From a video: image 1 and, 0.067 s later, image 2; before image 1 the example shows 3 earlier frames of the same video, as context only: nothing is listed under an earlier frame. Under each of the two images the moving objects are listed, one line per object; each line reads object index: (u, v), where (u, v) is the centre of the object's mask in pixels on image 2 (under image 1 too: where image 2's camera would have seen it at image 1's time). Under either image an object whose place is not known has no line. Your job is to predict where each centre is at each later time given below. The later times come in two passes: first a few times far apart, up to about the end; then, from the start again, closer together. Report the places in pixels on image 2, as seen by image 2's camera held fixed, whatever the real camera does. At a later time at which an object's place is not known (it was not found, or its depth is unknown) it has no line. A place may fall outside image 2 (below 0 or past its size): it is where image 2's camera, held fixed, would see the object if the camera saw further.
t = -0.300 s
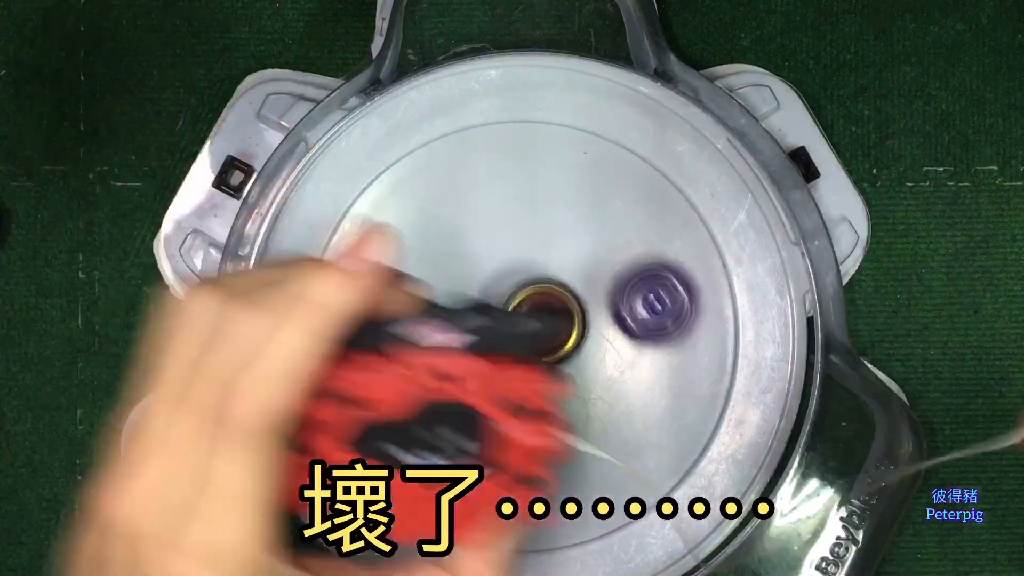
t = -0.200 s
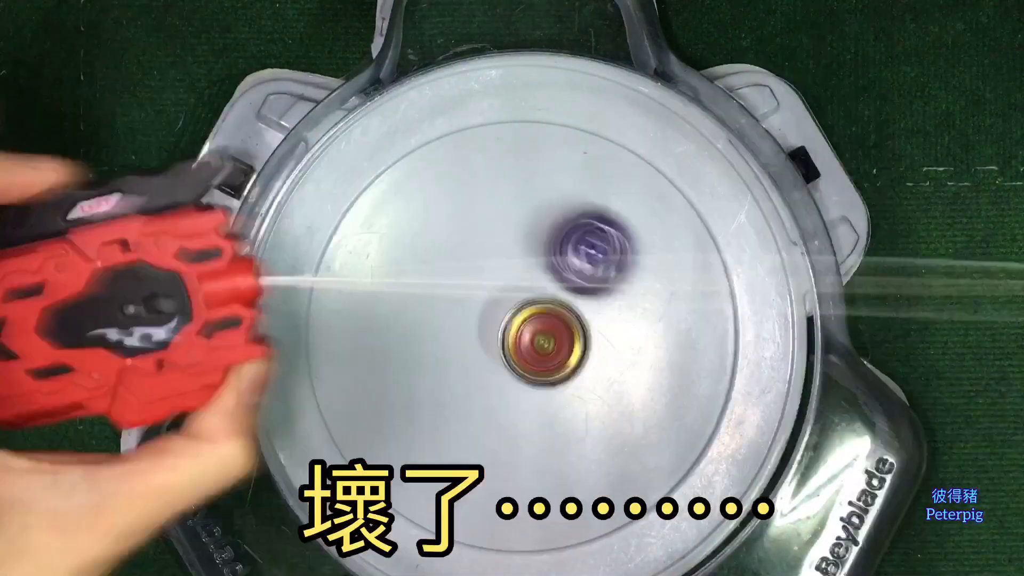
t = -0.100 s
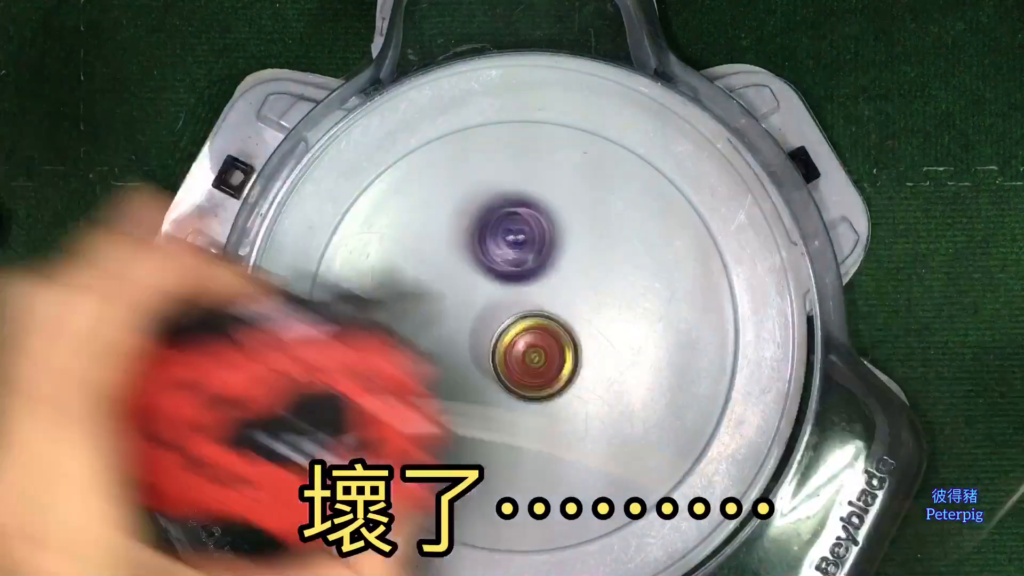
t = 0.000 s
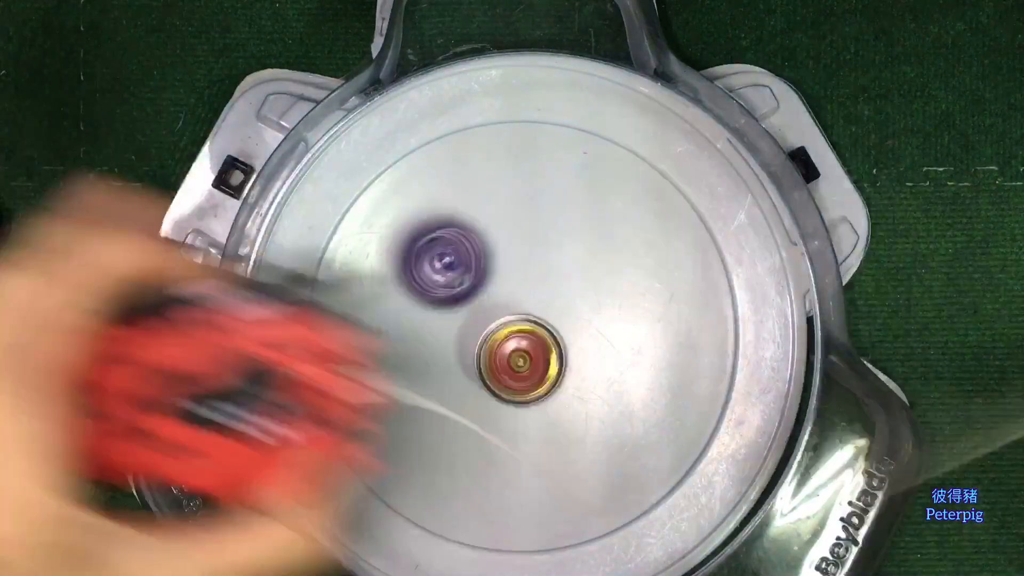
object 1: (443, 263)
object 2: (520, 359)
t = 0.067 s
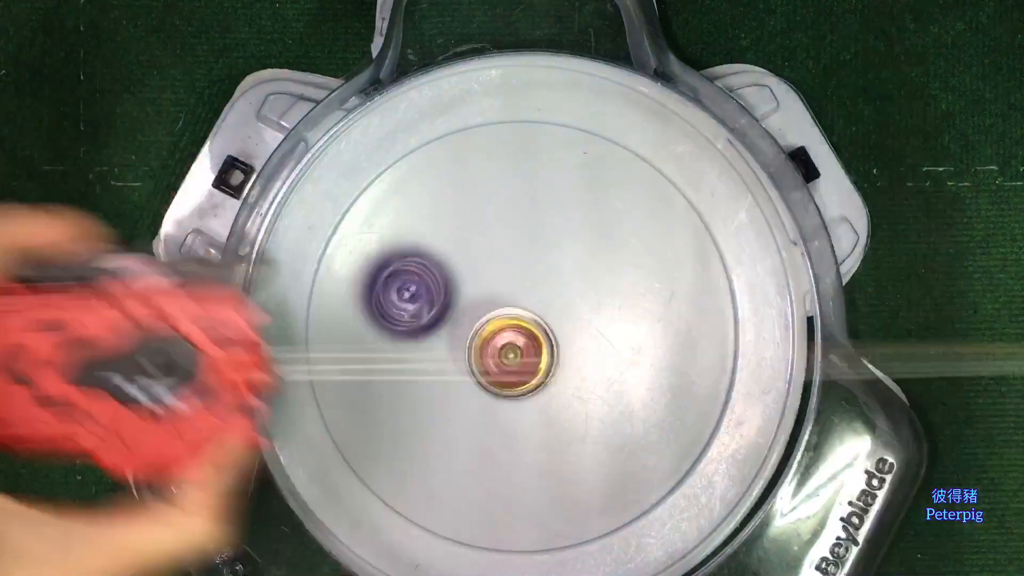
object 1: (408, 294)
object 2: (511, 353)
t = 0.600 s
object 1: (584, 451)
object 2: (559, 339)
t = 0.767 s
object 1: (642, 487)
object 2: (522, 281)
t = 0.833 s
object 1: (645, 467)
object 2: (506, 275)
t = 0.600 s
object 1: (584, 451)
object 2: (559, 339)
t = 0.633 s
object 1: (601, 472)
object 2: (553, 322)
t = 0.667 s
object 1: (615, 487)
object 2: (547, 309)
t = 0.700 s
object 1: (626, 495)
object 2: (539, 296)
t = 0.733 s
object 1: (633, 497)
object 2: (530, 289)
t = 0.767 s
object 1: (642, 487)
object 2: (522, 281)
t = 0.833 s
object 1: (645, 467)
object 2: (506, 275)
